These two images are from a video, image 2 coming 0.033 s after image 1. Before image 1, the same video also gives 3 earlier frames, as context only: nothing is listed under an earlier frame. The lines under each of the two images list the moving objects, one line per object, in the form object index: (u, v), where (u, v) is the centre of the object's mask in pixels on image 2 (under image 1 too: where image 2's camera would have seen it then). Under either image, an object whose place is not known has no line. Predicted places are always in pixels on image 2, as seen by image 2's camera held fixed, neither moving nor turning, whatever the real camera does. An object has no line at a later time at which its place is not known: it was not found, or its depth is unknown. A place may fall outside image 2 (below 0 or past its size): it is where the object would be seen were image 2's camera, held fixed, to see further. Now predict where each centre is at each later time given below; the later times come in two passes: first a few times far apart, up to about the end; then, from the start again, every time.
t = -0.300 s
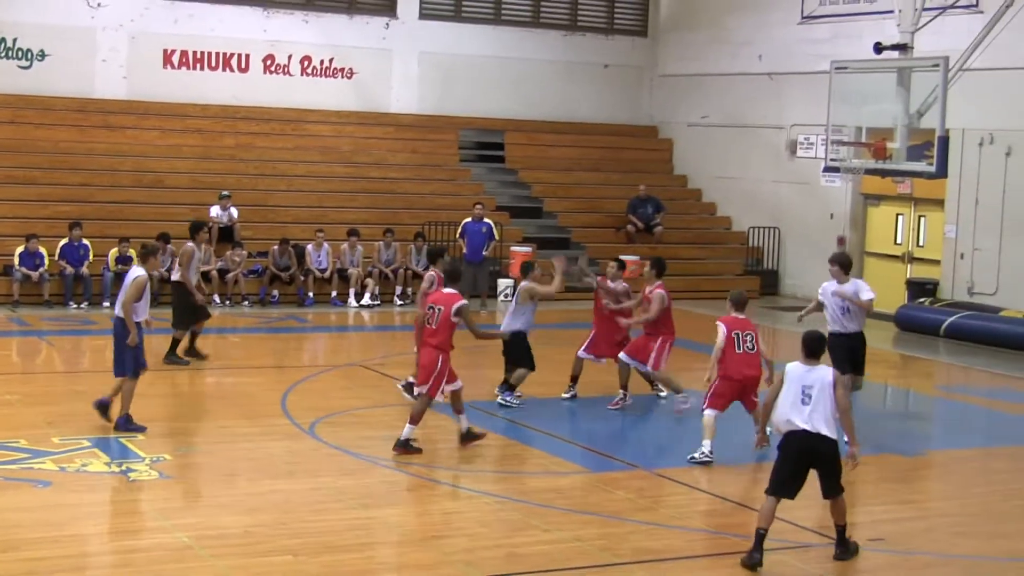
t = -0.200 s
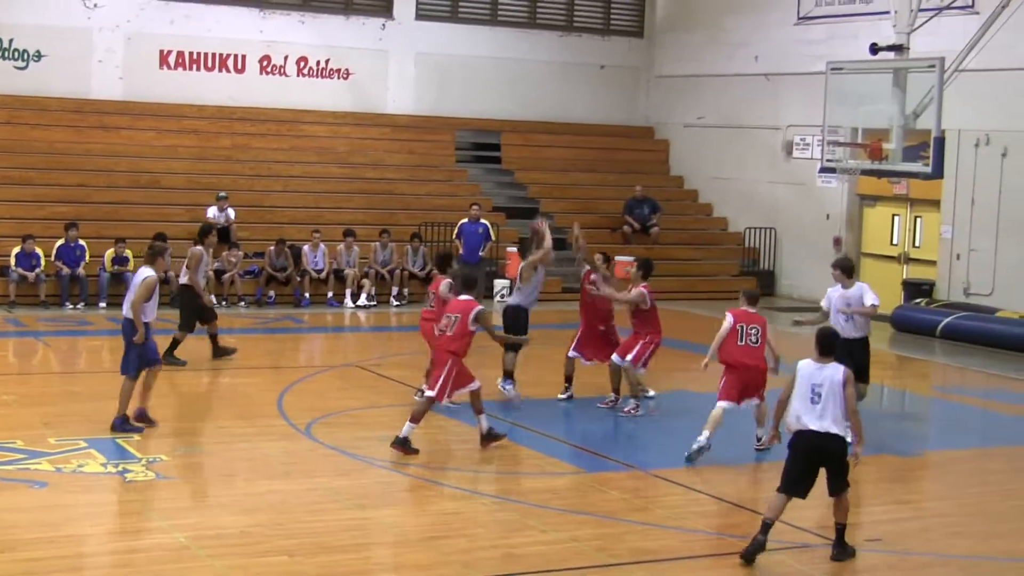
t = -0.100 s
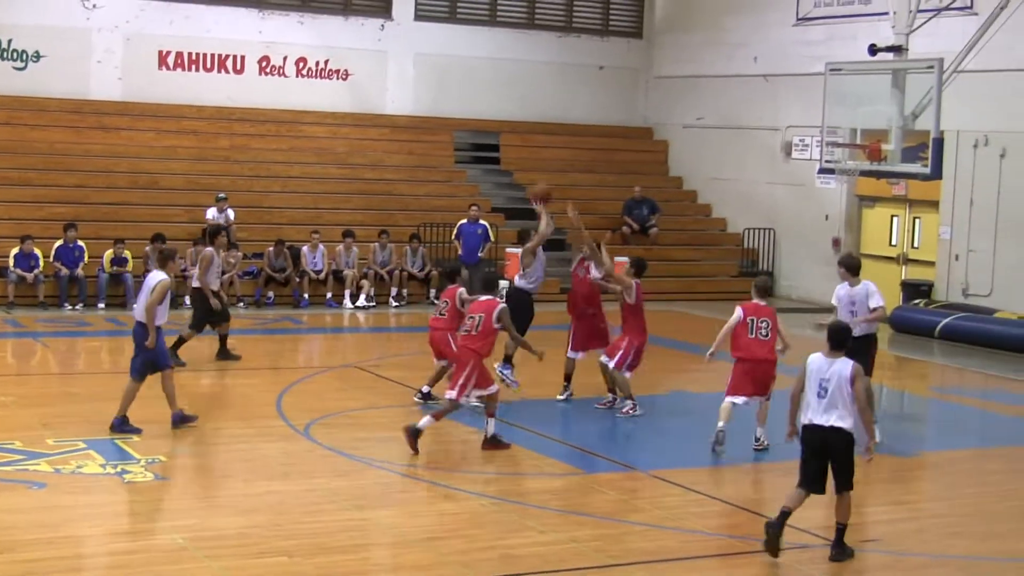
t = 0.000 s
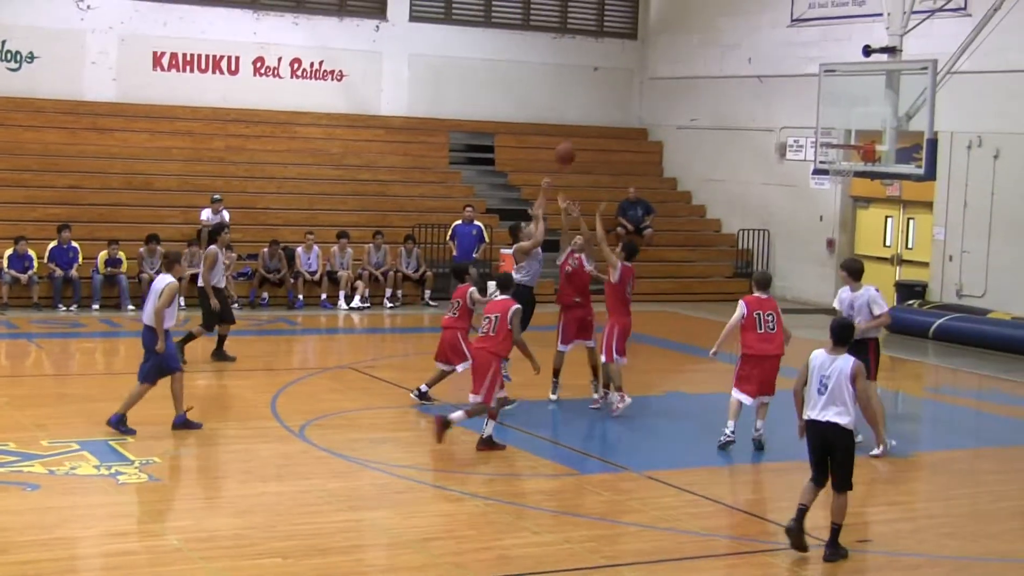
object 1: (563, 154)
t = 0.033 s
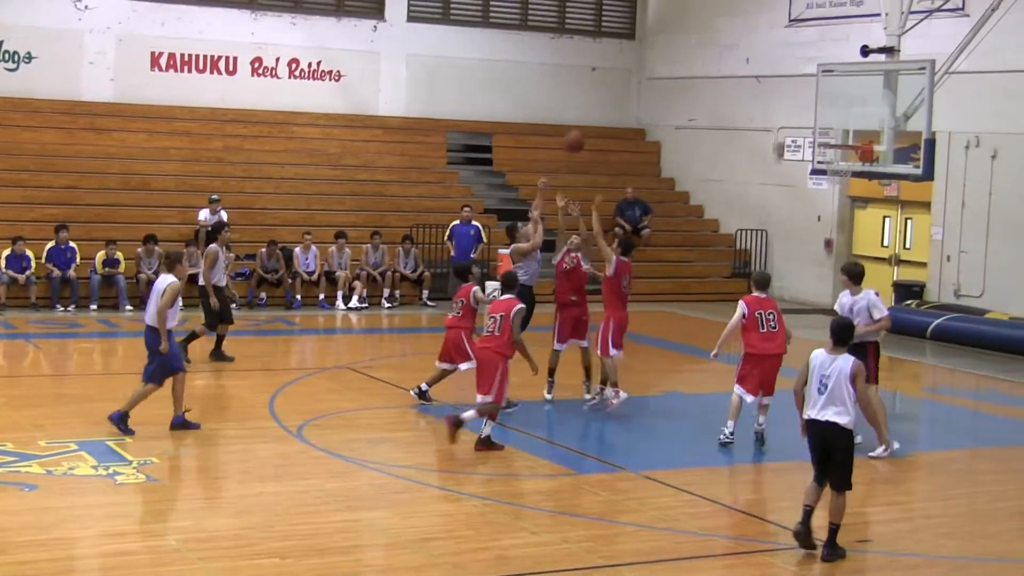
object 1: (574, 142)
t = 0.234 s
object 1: (644, 90)
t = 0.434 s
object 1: (713, 71)
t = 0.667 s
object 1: (791, 94)
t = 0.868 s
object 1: (847, 129)
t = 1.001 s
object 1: (867, 117)
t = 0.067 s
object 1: (590, 131)
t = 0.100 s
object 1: (599, 120)
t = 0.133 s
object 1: (610, 111)
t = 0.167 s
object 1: (622, 104)
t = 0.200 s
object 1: (633, 96)
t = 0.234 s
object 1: (644, 90)
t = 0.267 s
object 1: (656, 84)
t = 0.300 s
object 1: (668, 79)
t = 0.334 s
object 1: (679, 76)
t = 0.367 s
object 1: (691, 73)
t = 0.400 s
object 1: (702, 71)
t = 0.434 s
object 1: (713, 71)
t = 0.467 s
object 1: (724, 72)
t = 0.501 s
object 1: (736, 73)
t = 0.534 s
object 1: (747, 75)
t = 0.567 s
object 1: (757, 79)
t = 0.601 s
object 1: (769, 83)
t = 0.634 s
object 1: (780, 88)
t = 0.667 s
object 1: (791, 94)
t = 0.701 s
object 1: (802, 102)
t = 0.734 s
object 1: (813, 110)
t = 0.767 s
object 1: (824, 119)
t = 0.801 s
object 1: (834, 129)
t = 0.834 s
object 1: (842, 134)
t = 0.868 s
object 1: (847, 129)
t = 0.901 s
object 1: (852, 124)
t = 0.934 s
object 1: (857, 121)
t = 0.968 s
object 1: (862, 119)
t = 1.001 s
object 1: (867, 117)
